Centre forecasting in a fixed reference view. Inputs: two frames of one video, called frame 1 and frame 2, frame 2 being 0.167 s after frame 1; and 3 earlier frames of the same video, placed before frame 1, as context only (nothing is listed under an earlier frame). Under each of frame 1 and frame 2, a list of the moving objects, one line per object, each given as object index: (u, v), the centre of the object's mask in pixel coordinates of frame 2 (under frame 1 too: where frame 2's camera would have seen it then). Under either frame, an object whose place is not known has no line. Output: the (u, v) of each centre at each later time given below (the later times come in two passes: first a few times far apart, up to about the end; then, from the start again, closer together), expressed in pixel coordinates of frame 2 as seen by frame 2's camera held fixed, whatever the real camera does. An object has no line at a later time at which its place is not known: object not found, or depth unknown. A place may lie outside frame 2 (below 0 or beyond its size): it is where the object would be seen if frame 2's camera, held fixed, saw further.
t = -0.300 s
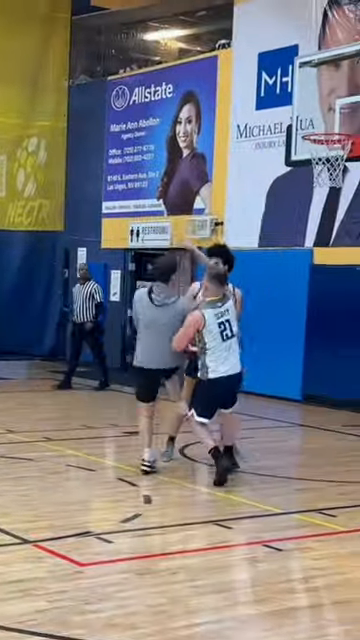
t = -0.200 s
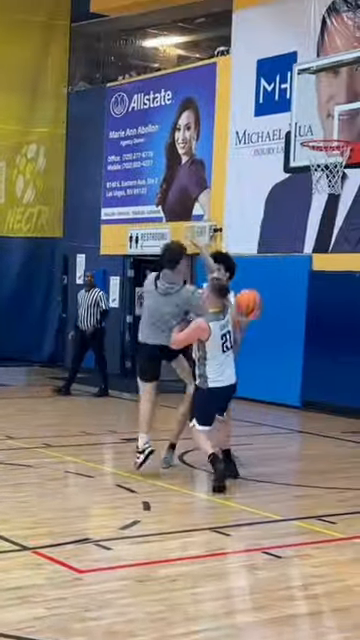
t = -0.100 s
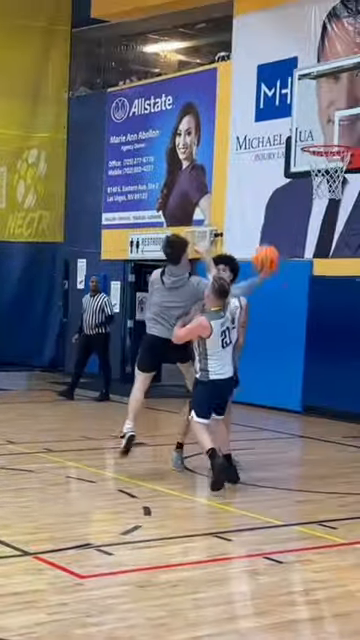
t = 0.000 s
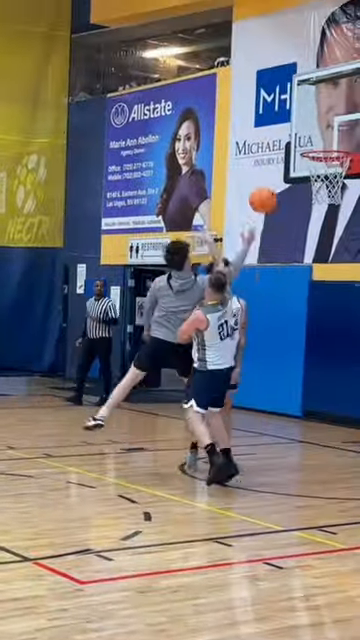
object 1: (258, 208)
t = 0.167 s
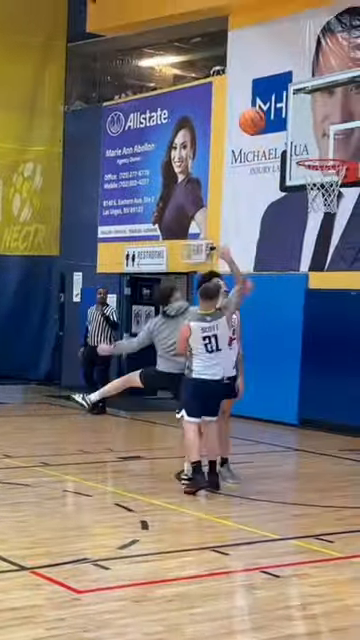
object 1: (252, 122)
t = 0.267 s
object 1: (248, 91)
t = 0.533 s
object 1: (237, 63)
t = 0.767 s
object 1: (225, 93)
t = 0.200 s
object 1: (251, 109)
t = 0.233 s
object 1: (250, 100)
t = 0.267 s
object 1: (248, 91)
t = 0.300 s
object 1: (247, 83)
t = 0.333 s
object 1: (246, 76)
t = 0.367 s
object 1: (244, 71)
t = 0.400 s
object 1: (243, 67)
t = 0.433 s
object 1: (242, 65)
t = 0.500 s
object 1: (238, 63)
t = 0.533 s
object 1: (237, 63)
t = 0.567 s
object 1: (235, 65)
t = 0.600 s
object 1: (234, 67)
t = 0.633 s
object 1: (232, 71)
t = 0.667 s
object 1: (230, 77)
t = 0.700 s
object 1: (230, 80)
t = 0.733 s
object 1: (227, 86)
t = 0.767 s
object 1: (225, 93)
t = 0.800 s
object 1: (225, 103)
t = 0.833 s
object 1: (223, 112)
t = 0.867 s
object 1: (220, 123)
